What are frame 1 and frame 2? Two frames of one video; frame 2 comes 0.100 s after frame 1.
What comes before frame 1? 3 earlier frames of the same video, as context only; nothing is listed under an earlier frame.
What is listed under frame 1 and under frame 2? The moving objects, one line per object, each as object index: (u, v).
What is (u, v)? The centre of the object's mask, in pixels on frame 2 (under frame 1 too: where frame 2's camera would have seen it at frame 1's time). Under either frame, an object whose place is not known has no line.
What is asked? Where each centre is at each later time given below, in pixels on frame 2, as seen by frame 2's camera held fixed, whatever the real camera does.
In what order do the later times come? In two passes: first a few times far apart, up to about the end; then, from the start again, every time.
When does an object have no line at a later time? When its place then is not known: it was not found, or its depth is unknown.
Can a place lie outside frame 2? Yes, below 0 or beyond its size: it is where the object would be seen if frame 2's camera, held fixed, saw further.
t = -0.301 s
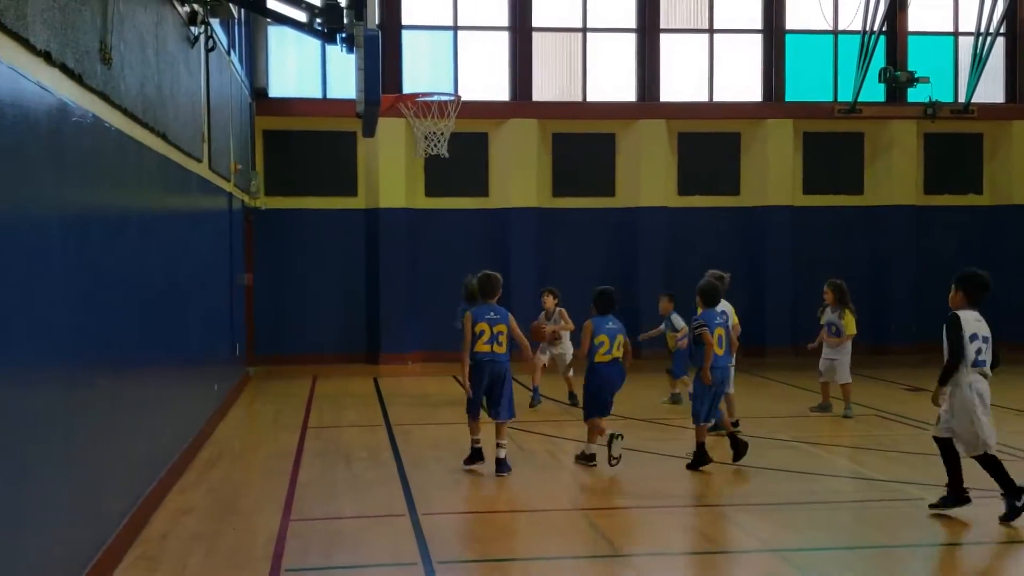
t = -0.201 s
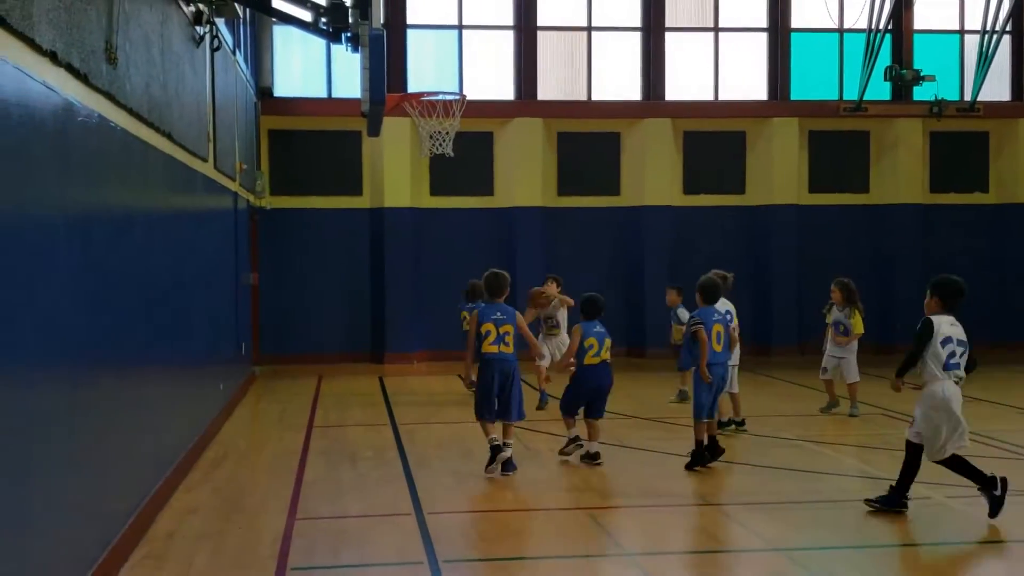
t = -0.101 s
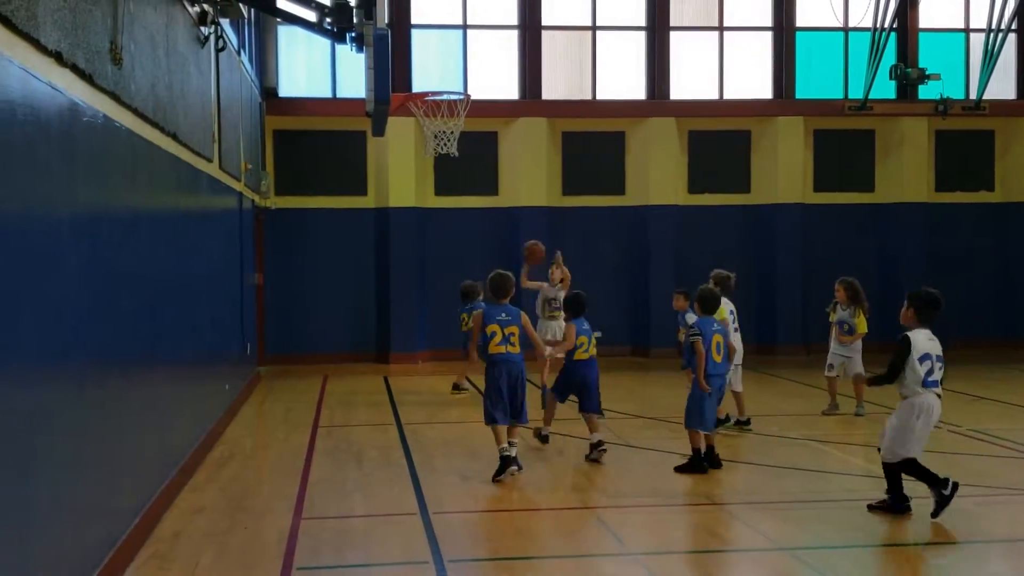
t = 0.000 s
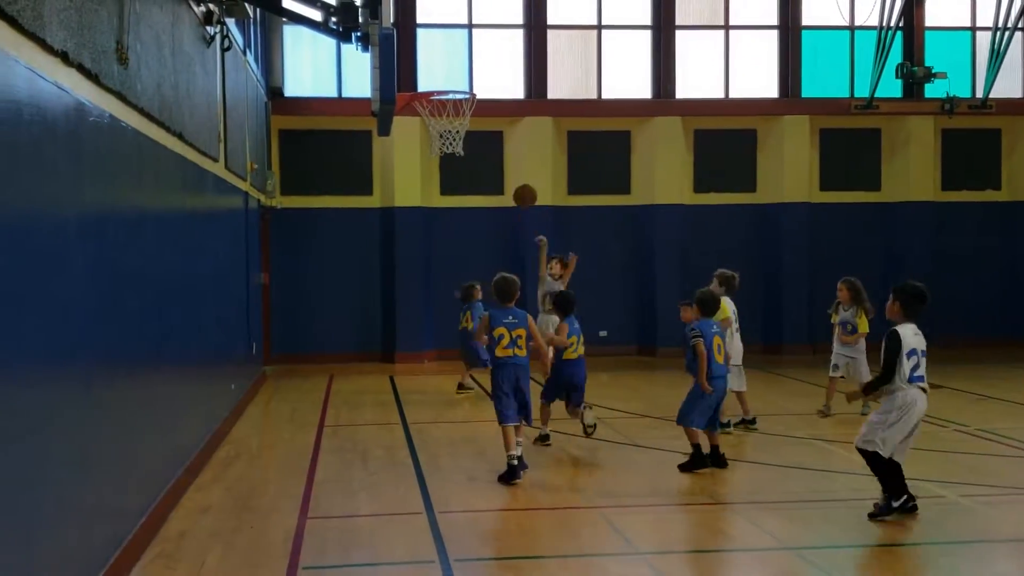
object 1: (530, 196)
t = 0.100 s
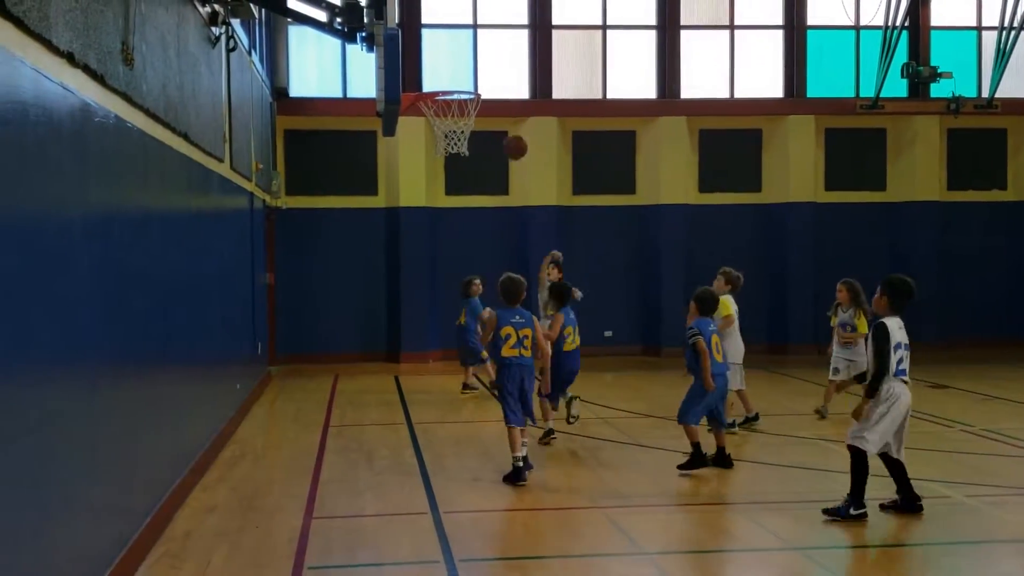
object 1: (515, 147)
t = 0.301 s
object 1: (484, 77)
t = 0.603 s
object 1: (429, 55)
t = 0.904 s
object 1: (415, 84)
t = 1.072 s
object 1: (422, 123)
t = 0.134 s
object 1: (511, 133)
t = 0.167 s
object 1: (505, 121)
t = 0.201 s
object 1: (500, 107)
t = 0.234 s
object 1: (495, 95)
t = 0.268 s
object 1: (490, 86)
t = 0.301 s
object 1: (484, 77)
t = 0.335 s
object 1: (478, 69)
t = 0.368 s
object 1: (472, 62)
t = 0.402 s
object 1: (466, 57)
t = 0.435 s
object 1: (460, 53)
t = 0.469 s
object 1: (455, 51)
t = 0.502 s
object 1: (448, 49)
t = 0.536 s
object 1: (442, 50)
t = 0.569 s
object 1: (435, 52)
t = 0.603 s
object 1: (429, 55)
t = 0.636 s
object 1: (423, 59)
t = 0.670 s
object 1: (417, 64)
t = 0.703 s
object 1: (412, 71)
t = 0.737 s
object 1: (414, 81)
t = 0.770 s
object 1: (414, 79)
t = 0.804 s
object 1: (415, 76)
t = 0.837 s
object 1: (415, 77)
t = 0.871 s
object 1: (415, 80)
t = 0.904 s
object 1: (415, 84)
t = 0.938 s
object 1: (415, 90)
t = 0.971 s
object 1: (415, 99)
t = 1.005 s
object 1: (416, 107)
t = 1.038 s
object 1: (419, 116)
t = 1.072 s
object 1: (422, 123)
